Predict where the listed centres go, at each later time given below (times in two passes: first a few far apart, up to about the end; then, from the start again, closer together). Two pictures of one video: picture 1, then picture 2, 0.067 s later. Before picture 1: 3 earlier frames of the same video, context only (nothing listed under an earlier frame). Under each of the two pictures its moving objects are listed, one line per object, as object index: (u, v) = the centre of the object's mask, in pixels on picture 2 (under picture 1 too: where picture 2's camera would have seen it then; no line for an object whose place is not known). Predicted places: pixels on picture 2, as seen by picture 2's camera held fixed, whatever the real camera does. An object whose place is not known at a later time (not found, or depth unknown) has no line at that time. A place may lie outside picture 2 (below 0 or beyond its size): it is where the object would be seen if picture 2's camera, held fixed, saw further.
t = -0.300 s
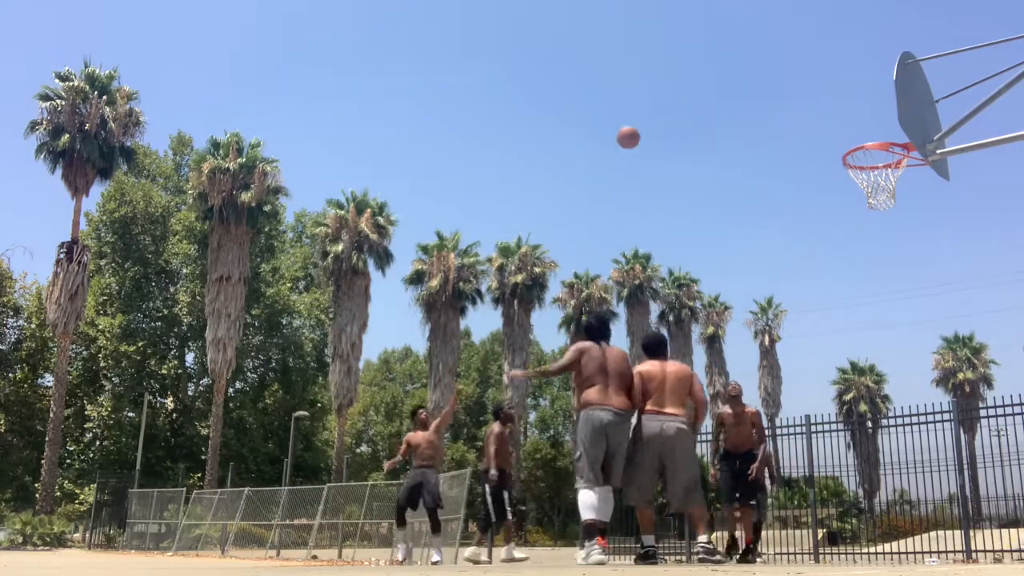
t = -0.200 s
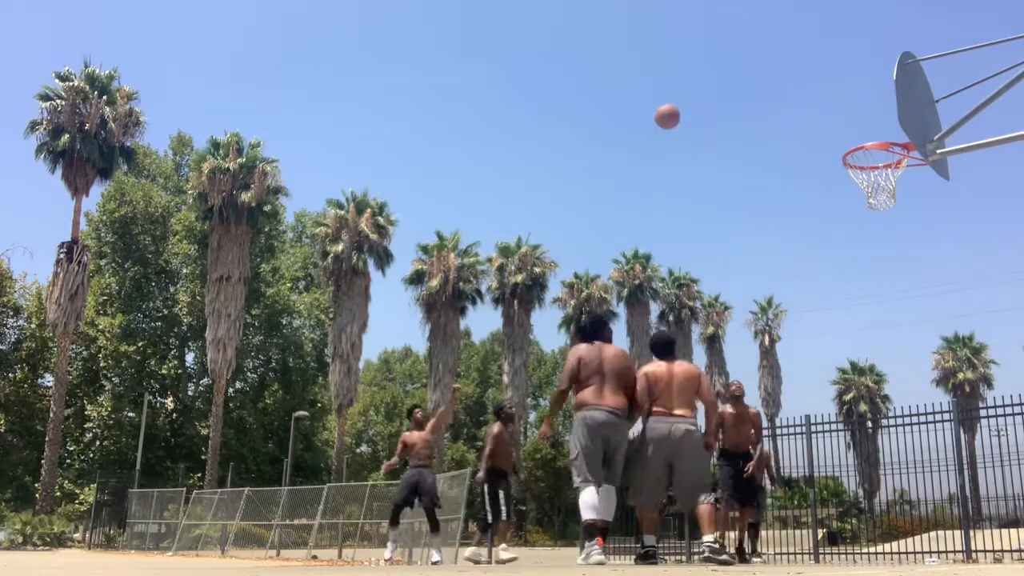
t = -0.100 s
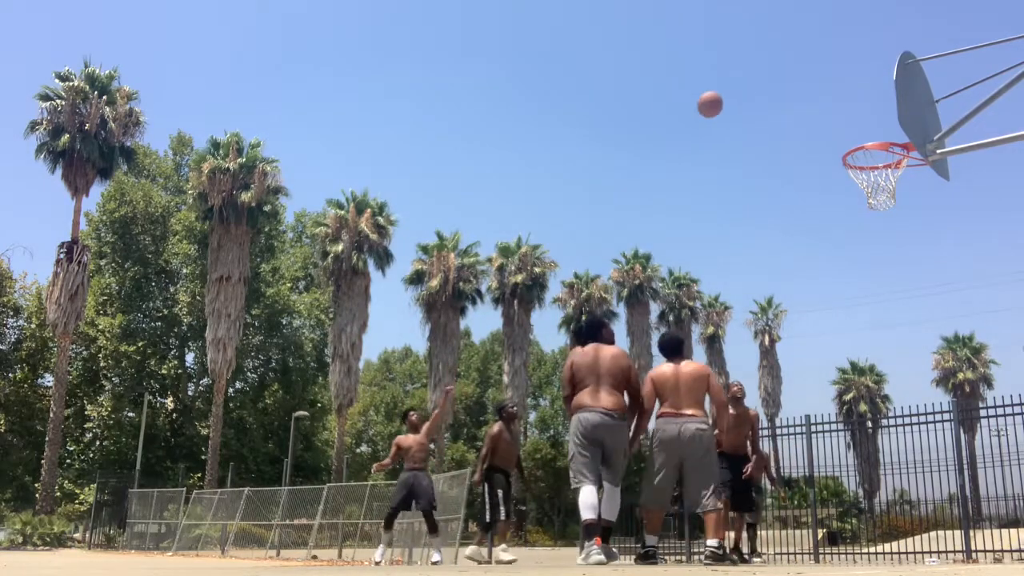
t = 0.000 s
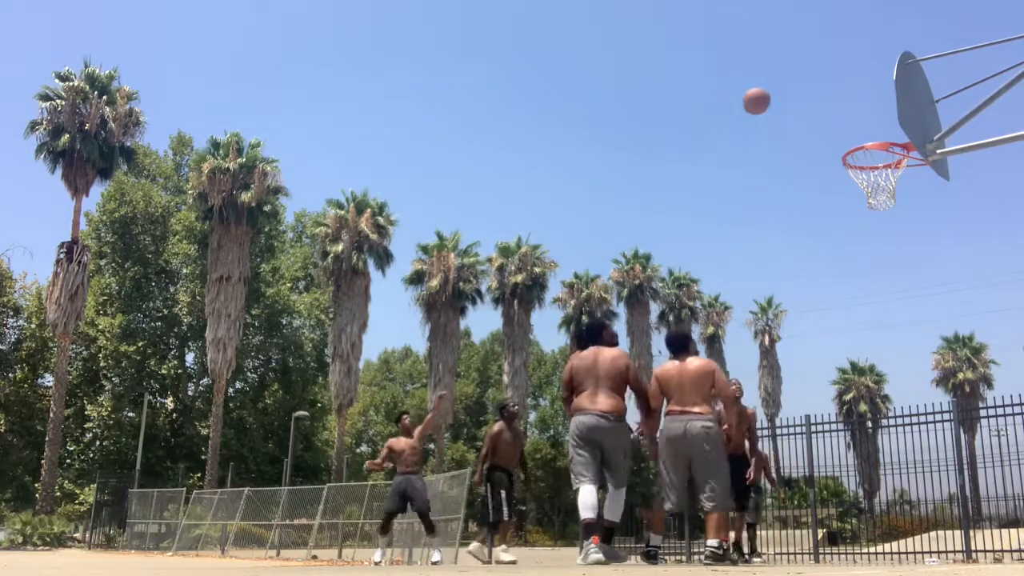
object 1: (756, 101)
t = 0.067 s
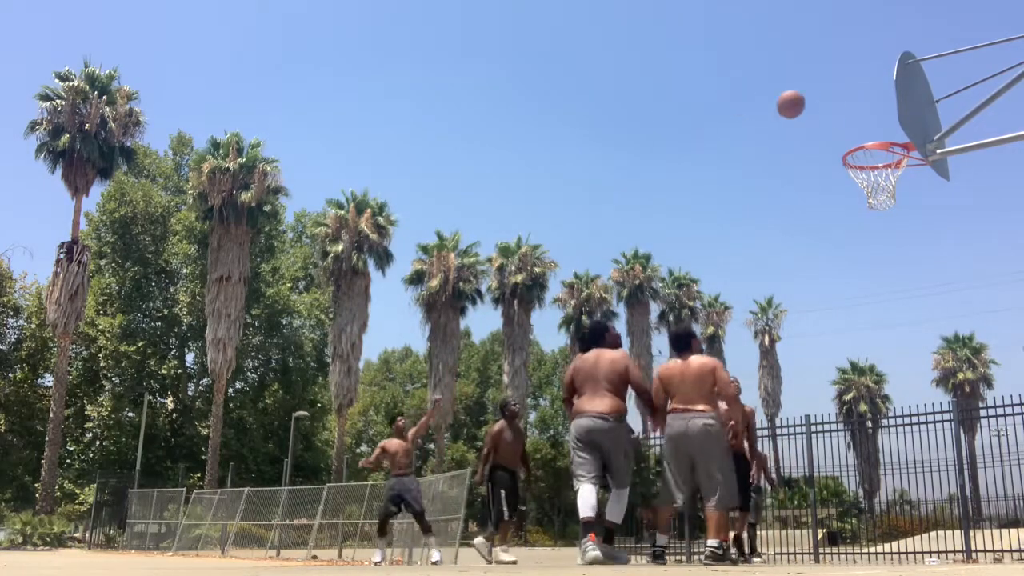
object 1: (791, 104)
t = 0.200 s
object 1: (868, 126)
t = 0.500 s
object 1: (815, 61)
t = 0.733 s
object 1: (753, 53)
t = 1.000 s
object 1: (695, 105)
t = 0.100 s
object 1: (809, 108)
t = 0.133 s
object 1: (827, 112)
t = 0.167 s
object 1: (847, 119)
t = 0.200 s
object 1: (868, 126)
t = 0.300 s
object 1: (879, 118)
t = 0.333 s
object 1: (868, 104)
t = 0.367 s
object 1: (856, 93)
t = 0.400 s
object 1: (845, 83)
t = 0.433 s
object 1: (835, 75)
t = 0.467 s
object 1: (824, 67)
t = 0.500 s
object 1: (815, 61)
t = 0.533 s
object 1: (805, 57)
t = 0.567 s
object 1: (796, 53)
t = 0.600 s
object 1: (787, 51)
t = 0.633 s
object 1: (778, 50)
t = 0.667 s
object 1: (770, 50)
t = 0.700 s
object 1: (761, 51)
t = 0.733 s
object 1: (753, 53)
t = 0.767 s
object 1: (745, 56)
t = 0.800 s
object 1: (738, 60)
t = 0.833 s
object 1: (731, 65)
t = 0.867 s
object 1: (723, 72)
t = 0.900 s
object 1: (716, 78)
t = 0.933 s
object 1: (709, 86)
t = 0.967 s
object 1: (702, 95)
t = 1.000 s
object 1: (695, 105)
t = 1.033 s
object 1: (689, 116)
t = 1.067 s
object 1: (682, 127)
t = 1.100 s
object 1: (676, 140)
